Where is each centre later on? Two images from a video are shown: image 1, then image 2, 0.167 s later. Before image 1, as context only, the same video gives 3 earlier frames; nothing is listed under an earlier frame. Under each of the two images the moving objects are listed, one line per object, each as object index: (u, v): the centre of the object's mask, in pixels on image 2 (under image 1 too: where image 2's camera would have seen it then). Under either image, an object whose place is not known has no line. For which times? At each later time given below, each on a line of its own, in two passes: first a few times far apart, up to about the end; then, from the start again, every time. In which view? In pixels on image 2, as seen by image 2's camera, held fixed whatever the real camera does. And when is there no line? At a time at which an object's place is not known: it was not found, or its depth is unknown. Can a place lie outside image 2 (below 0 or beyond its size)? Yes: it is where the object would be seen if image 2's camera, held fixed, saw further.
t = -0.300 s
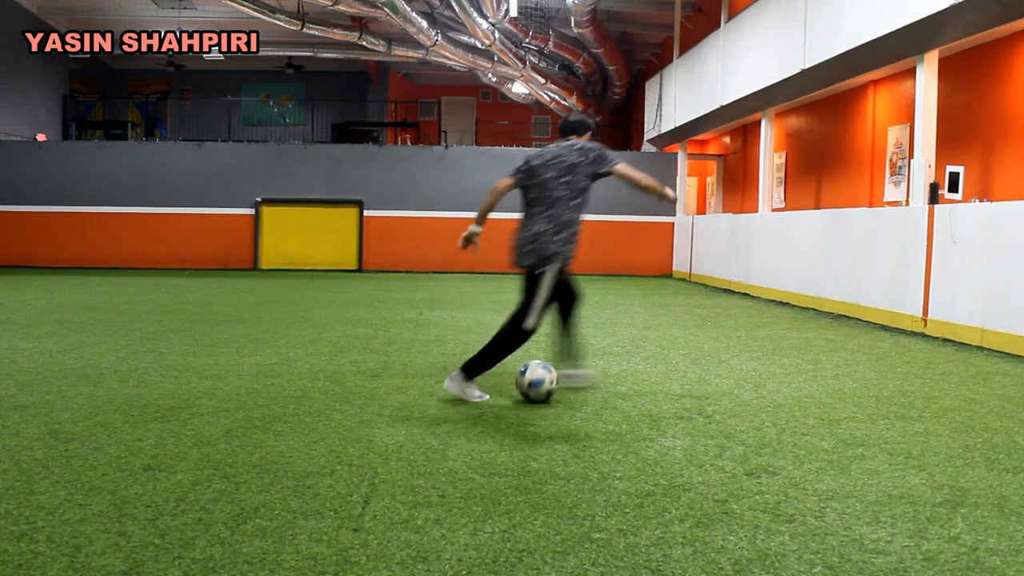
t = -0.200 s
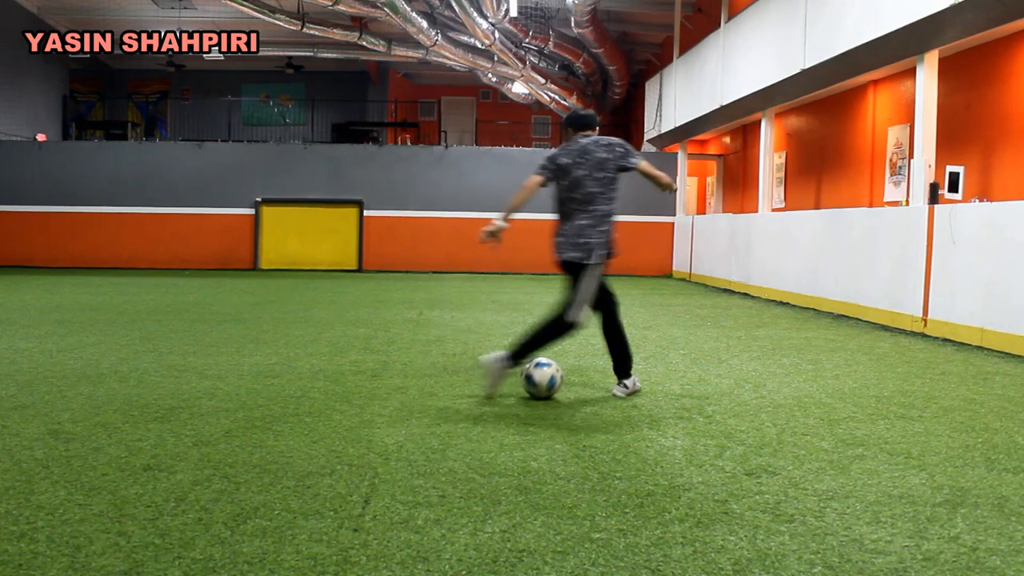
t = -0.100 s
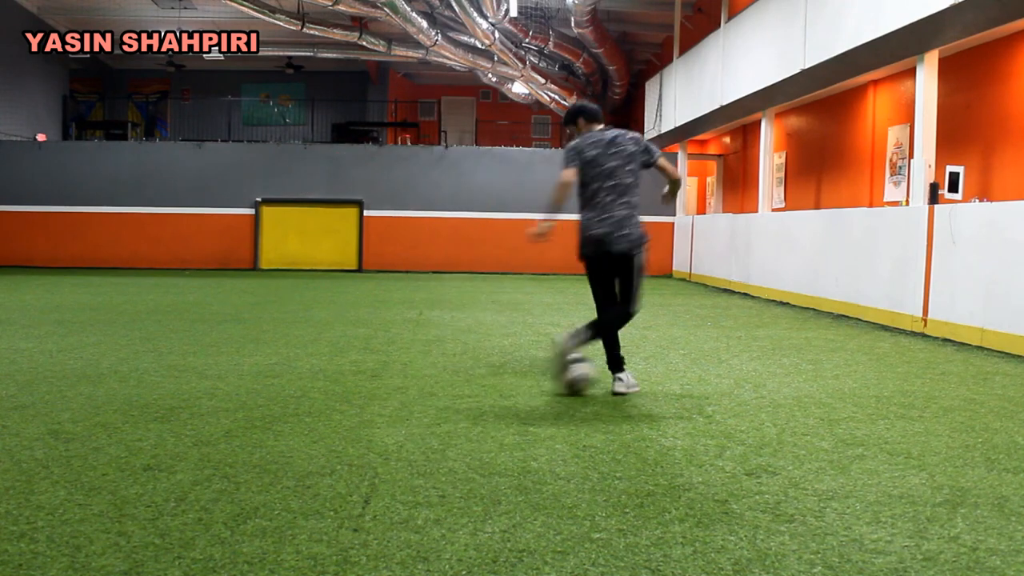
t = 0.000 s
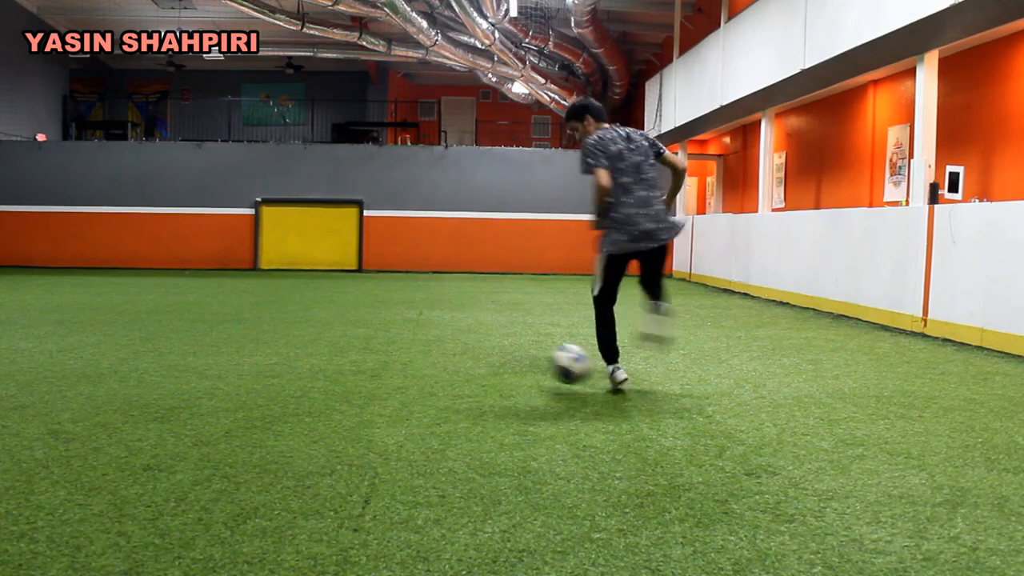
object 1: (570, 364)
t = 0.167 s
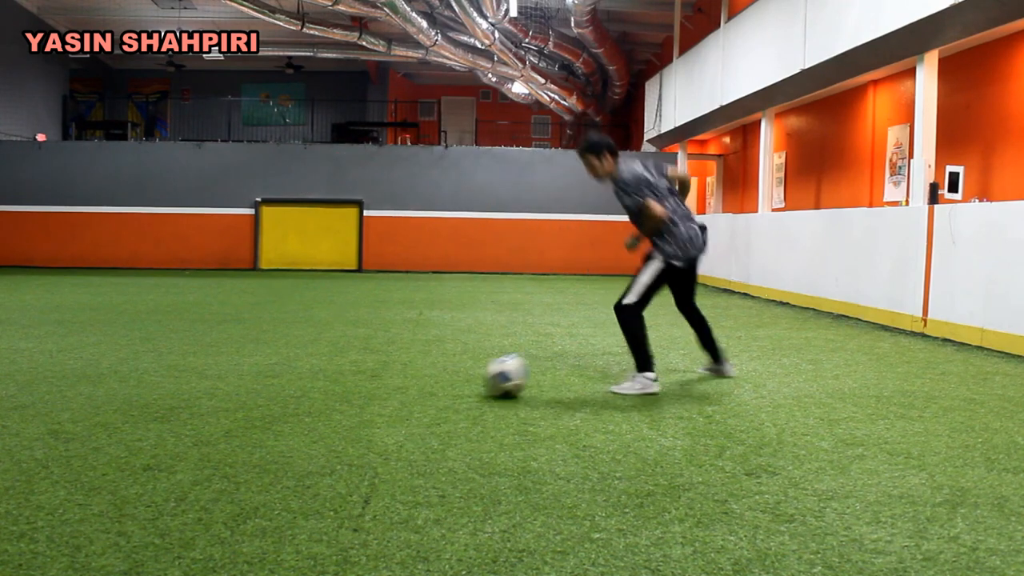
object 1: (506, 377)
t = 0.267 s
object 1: (482, 371)
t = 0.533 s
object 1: (417, 378)
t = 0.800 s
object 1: (349, 379)
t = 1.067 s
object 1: (285, 381)
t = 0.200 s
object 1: (497, 375)
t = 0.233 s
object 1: (490, 372)
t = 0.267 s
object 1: (482, 371)
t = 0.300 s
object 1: (476, 371)
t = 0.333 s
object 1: (468, 375)
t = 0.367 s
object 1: (460, 378)
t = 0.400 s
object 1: (452, 377)
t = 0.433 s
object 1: (442, 376)
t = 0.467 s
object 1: (434, 377)
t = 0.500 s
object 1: (426, 379)
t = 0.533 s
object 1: (417, 378)
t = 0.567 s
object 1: (409, 378)
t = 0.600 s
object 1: (400, 378)
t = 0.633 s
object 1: (392, 378)
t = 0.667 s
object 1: (383, 379)
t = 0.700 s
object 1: (375, 379)
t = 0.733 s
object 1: (366, 380)
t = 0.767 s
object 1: (358, 380)
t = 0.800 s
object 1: (349, 379)
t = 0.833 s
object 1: (341, 380)
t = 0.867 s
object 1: (333, 380)
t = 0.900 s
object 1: (324, 380)
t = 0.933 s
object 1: (316, 380)
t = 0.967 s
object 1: (309, 381)
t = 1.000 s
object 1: (301, 381)
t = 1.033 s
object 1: (293, 381)
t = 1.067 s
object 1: (285, 381)
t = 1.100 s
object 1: (277, 381)
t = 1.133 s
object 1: (269, 381)
